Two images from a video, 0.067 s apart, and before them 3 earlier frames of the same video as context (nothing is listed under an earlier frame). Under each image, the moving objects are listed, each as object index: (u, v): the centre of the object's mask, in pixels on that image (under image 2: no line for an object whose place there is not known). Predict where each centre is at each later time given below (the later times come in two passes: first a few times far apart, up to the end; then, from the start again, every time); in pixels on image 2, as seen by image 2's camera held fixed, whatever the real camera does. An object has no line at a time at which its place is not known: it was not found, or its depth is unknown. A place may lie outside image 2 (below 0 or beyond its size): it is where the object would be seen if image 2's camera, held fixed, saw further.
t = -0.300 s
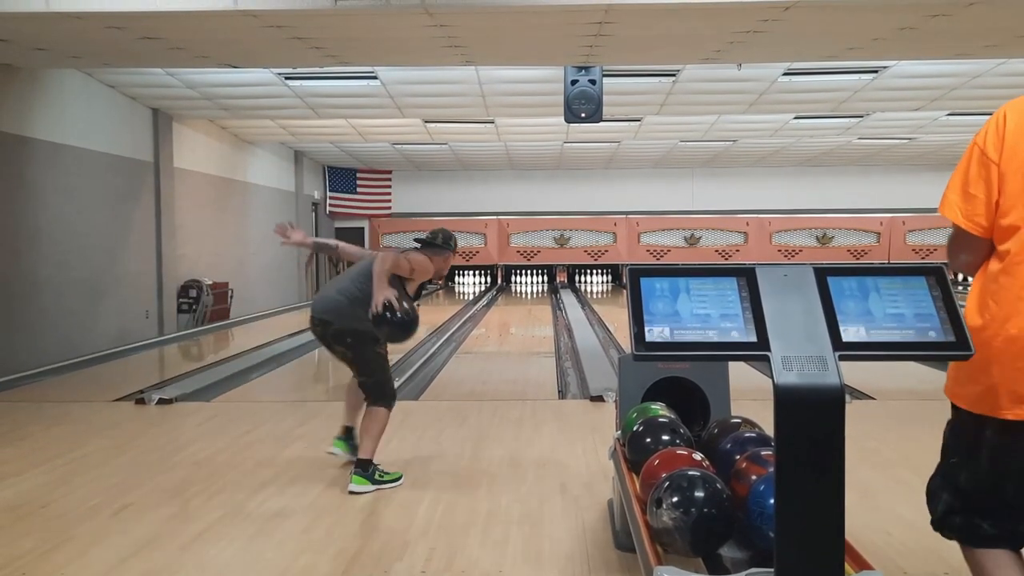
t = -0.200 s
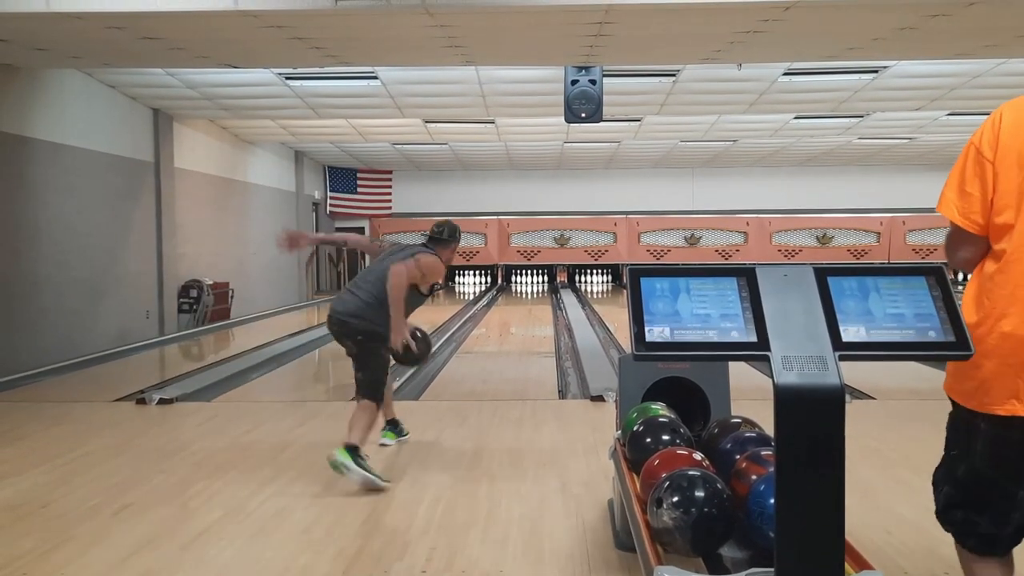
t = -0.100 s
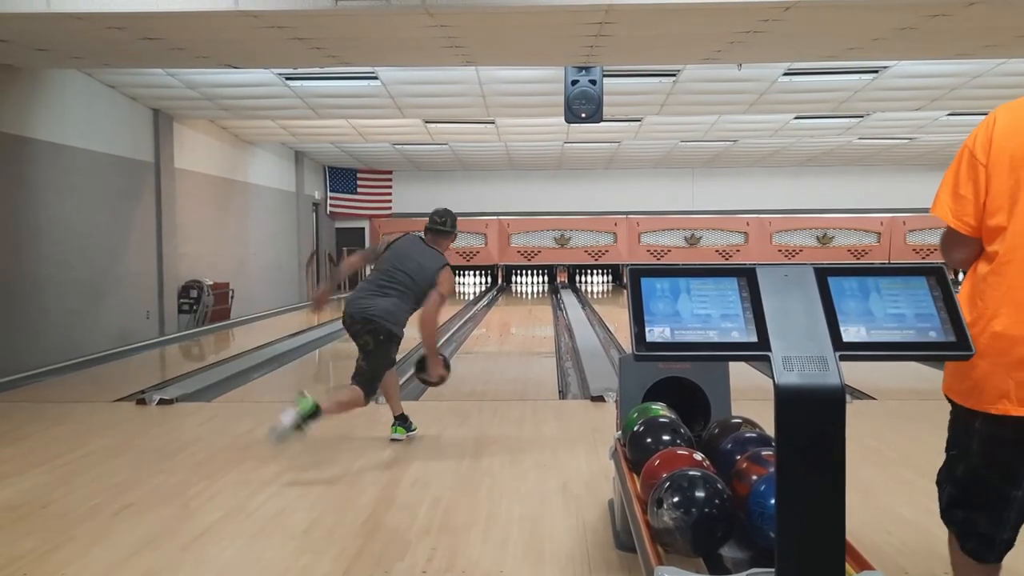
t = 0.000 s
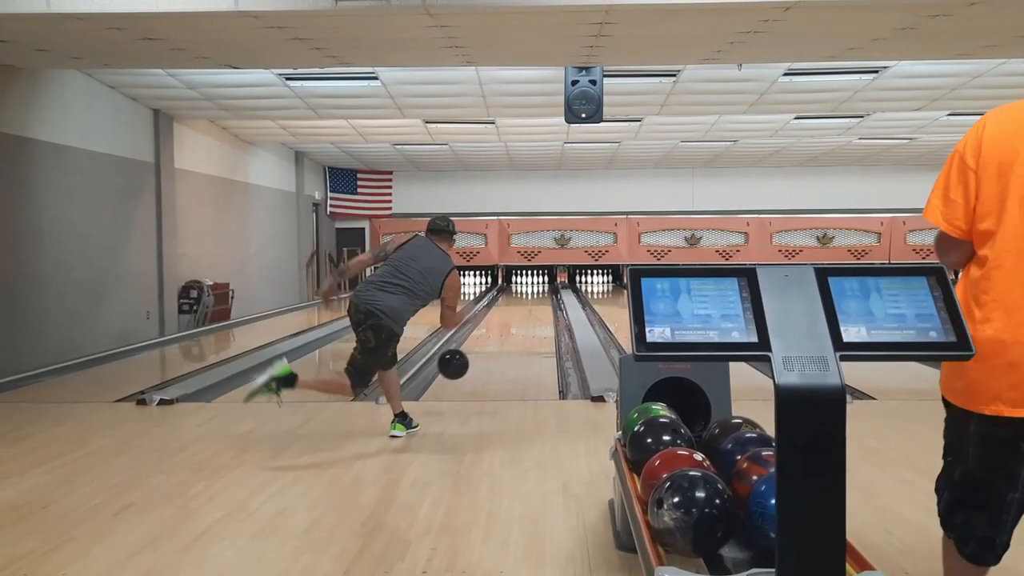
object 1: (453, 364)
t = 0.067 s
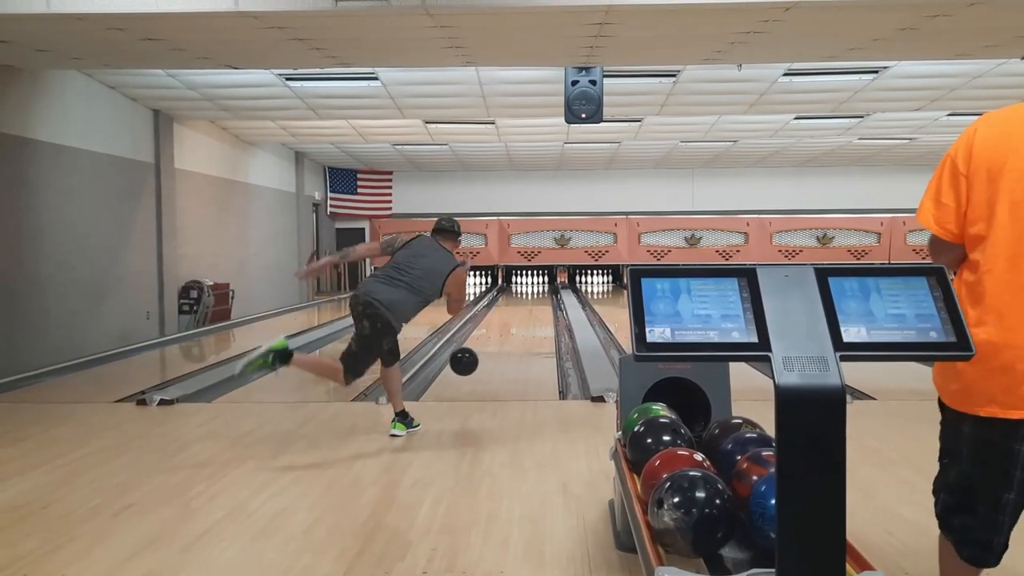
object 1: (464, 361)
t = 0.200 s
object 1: (481, 367)
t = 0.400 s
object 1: (498, 346)
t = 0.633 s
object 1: (512, 328)
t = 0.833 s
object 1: (520, 318)
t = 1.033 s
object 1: (527, 309)
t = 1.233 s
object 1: (532, 303)
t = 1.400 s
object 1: (535, 299)
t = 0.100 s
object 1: (468, 362)
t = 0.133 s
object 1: (473, 364)
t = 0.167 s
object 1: (477, 367)
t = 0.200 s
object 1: (481, 367)
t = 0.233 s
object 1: (484, 361)
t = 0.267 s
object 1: (487, 358)
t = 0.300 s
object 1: (490, 355)
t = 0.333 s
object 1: (493, 352)
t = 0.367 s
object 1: (496, 349)
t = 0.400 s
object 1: (498, 346)
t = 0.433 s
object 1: (500, 343)
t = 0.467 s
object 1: (502, 340)
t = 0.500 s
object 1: (505, 337)
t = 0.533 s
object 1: (507, 335)
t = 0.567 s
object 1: (509, 333)
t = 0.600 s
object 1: (510, 330)
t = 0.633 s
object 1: (512, 328)
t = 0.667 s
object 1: (514, 326)
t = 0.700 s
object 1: (515, 324)
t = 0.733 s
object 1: (516, 322)
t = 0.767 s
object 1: (518, 321)
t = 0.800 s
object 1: (519, 319)
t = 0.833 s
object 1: (520, 318)
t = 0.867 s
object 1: (522, 316)
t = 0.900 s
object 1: (523, 315)
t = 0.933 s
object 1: (524, 313)
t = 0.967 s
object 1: (525, 312)
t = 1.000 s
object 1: (526, 311)
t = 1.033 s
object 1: (527, 309)
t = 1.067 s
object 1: (528, 308)
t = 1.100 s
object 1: (529, 307)
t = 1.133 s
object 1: (530, 306)
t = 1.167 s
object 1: (533, 305)
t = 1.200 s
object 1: (527, 306)
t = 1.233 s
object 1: (532, 303)
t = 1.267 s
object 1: (532, 302)
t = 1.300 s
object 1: (533, 301)
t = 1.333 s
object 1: (534, 300)
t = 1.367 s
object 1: (534, 299)
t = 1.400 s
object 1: (535, 299)
